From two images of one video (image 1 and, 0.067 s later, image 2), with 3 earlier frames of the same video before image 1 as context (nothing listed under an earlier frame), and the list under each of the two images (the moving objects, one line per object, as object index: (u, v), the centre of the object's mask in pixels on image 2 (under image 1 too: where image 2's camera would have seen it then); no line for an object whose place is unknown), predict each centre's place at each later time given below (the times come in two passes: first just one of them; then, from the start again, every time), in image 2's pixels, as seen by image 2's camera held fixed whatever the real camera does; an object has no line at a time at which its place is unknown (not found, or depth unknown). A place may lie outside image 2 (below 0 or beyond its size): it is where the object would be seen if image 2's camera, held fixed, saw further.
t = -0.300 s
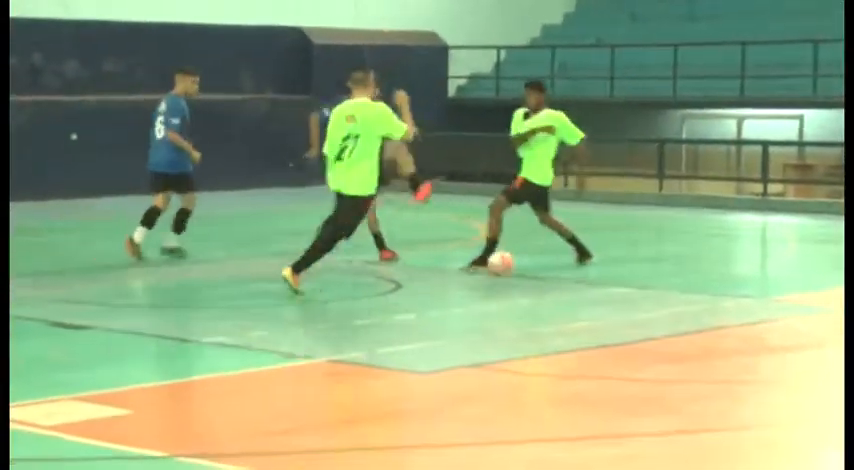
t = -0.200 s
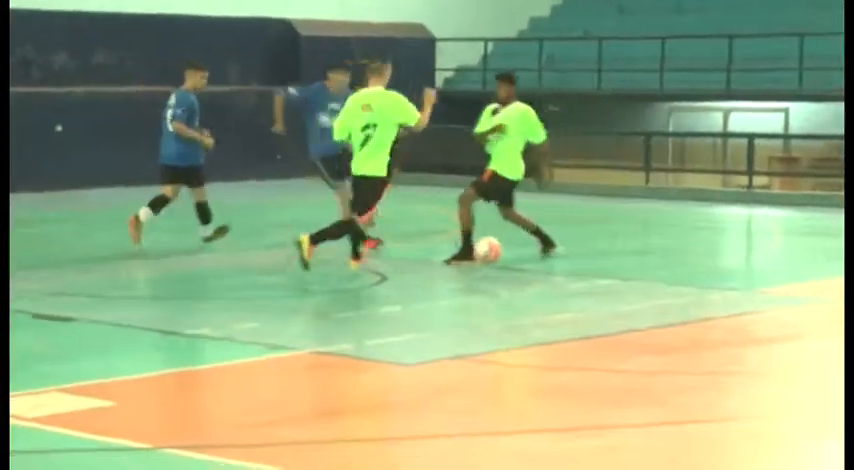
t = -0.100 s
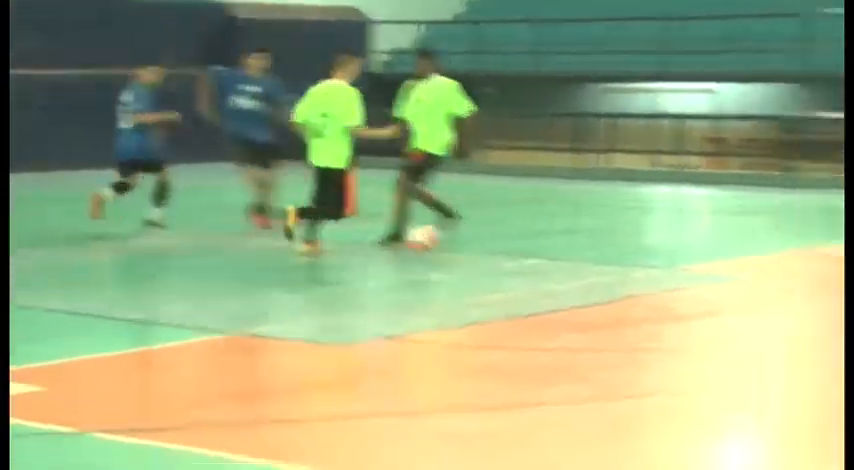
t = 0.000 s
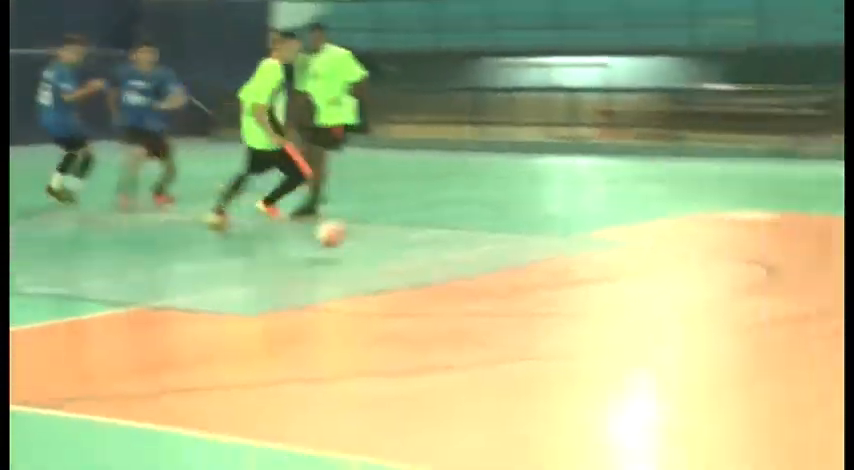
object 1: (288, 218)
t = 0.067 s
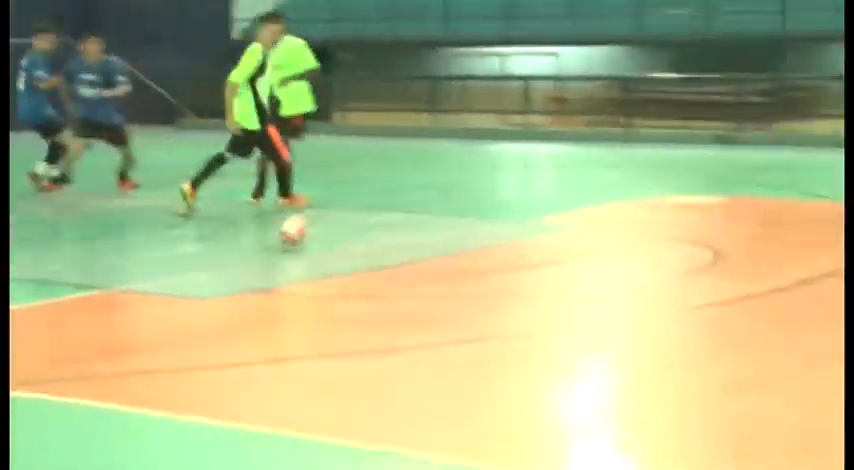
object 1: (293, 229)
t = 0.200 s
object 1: (295, 226)
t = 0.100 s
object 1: (293, 227)
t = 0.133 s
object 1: (294, 225)
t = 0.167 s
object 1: (295, 226)
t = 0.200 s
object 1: (295, 226)
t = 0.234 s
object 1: (298, 231)
